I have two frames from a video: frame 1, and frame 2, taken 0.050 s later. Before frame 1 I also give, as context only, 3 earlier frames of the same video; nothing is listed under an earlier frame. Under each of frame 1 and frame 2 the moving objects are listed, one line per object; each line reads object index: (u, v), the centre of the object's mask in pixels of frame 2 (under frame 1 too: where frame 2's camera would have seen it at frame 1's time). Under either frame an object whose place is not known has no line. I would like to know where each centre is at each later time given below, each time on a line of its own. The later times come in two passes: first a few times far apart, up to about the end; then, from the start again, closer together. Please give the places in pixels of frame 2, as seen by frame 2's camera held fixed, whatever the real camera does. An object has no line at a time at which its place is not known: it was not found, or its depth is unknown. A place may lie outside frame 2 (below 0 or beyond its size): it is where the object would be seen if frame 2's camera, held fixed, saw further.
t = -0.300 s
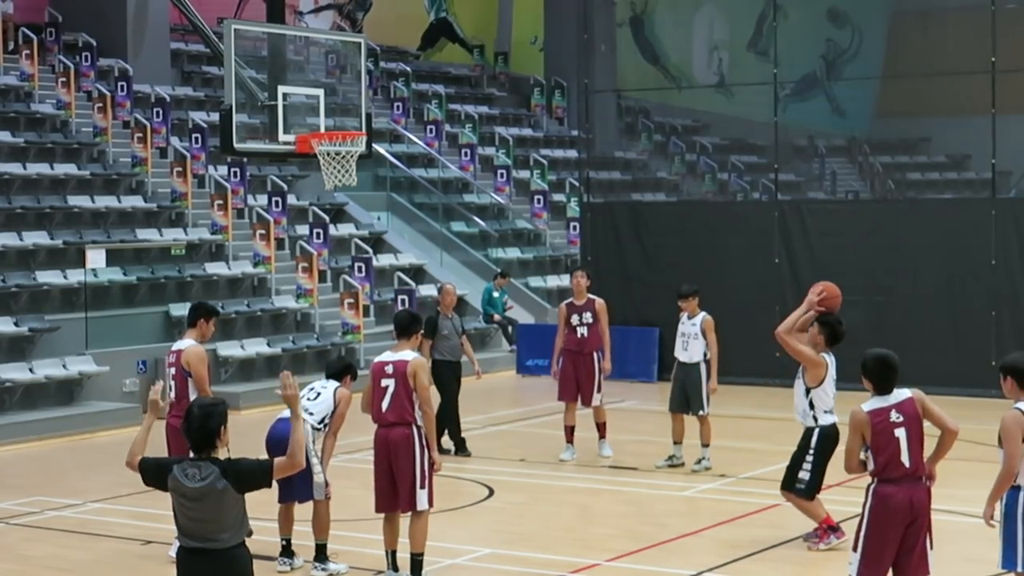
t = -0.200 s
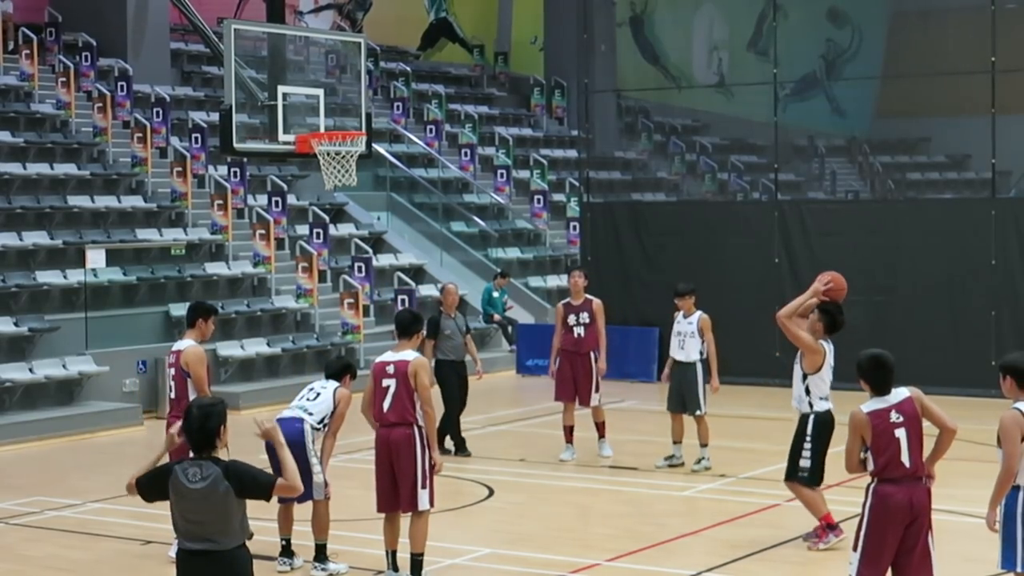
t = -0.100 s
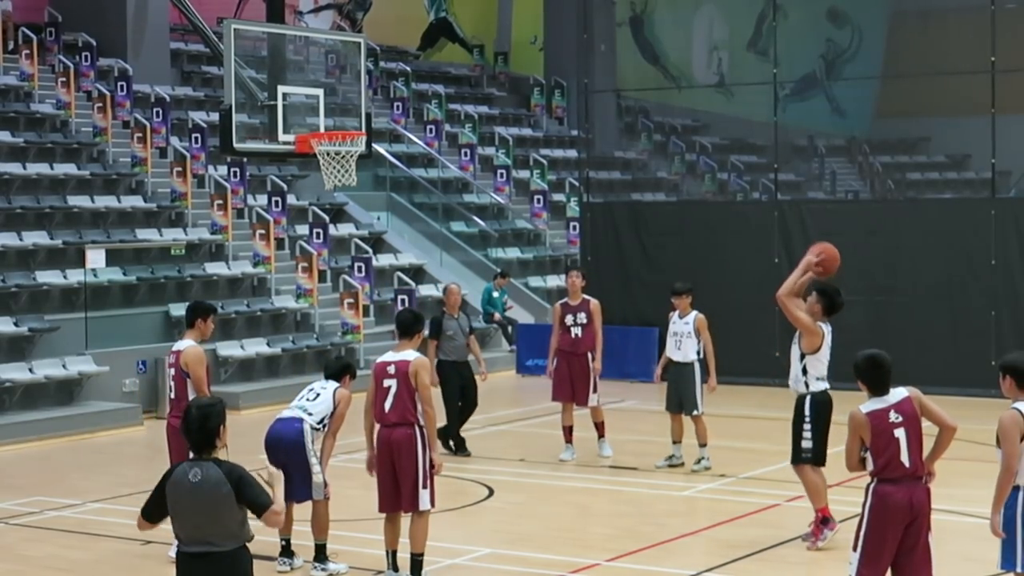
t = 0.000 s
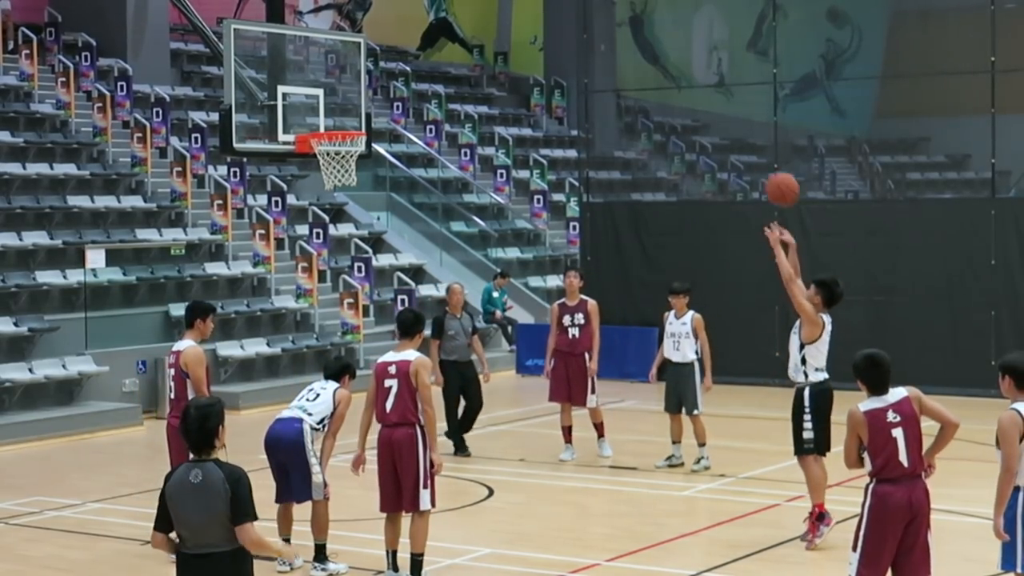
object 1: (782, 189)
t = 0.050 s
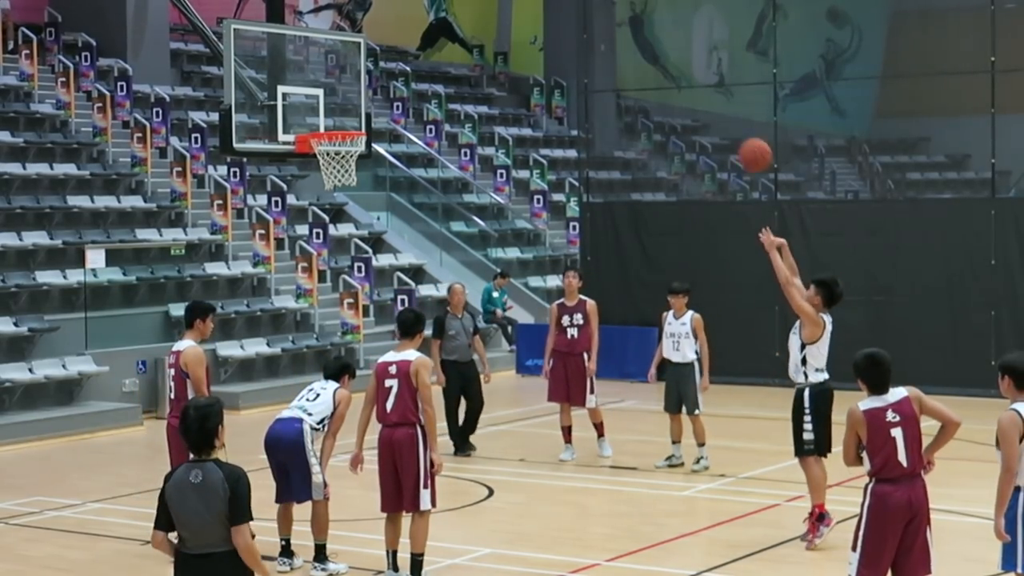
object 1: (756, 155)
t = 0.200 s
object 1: (677, 76)
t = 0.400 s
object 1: (579, 22)
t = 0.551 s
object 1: (511, 14)
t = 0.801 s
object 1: (406, 64)
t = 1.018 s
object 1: (322, 159)
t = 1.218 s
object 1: (301, 210)
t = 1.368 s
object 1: (288, 281)
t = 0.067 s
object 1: (746, 144)
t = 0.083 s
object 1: (738, 135)
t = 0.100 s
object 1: (729, 125)
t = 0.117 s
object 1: (719, 116)
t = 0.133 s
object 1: (712, 107)
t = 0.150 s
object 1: (703, 99)
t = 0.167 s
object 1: (694, 91)
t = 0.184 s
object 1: (686, 83)
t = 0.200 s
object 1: (677, 76)
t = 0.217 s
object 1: (669, 69)
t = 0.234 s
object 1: (661, 63)
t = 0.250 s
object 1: (652, 57)
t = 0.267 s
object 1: (644, 51)
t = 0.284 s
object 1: (636, 46)
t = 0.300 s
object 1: (627, 41)
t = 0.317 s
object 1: (619, 37)
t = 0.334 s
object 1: (611, 34)
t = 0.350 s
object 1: (603, 30)
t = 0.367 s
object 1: (595, 27)
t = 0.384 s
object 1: (587, 24)
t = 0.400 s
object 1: (579, 22)
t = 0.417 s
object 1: (571, 19)
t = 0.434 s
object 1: (563, 17)
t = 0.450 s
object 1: (556, 16)
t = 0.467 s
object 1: (548, 15)
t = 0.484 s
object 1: (541, 14)
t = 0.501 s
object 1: (533, 14)
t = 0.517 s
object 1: (525, 14)
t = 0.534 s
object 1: (518, 14)
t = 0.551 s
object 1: (511, 14)
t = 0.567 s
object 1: (503, 16)
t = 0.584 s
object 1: (496, 17)
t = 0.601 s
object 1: (489, 19)
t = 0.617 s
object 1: (482, 21)
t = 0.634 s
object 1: (474, 23)
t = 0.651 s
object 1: (468, 26)
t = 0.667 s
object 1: (460, 29)
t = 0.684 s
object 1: (453, 32)
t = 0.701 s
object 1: (446, 36)
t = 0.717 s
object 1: (439, 40)
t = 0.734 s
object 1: (433, 44)
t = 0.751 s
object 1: (425, 49)
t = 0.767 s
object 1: (419, 54)
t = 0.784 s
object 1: (412, 59)
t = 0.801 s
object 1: (406, 64)
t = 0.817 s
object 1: (398, 70)
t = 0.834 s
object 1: (392, 76)
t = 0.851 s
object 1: (385, 82)
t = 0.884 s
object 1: (372, 96)
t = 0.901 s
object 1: (366, 103)
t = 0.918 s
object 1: (359, 111)
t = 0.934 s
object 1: (353, 118)
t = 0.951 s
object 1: (347, 122)
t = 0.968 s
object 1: (342, 126)
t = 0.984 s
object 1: (336, 145)
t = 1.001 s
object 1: (333, 148)
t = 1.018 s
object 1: (322, 159)
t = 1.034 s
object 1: (318, 159)
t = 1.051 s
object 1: (316, 161)
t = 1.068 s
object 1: (316, 166)
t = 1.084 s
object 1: (313, 168)
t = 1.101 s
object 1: (311, 172)
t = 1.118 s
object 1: (310, 176)
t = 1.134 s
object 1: (309, 181)
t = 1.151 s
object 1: (307, 186)
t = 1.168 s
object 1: (306, 192)
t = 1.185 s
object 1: (304, 198)
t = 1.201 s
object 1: (303, 204)
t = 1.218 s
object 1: (301, 210)
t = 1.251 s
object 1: (298, 223)
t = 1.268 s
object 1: (297, 231)
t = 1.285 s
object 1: (295, 238)
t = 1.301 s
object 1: (294, 247)
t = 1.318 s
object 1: (293, 255)
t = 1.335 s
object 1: (291, 263)
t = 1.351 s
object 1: (289, 271)
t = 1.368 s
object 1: (288, 281)
